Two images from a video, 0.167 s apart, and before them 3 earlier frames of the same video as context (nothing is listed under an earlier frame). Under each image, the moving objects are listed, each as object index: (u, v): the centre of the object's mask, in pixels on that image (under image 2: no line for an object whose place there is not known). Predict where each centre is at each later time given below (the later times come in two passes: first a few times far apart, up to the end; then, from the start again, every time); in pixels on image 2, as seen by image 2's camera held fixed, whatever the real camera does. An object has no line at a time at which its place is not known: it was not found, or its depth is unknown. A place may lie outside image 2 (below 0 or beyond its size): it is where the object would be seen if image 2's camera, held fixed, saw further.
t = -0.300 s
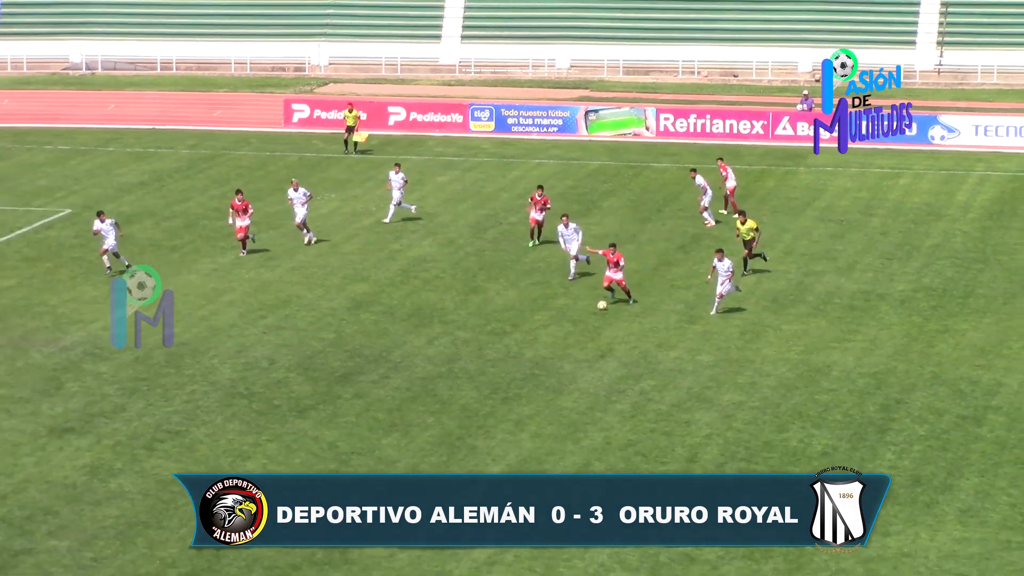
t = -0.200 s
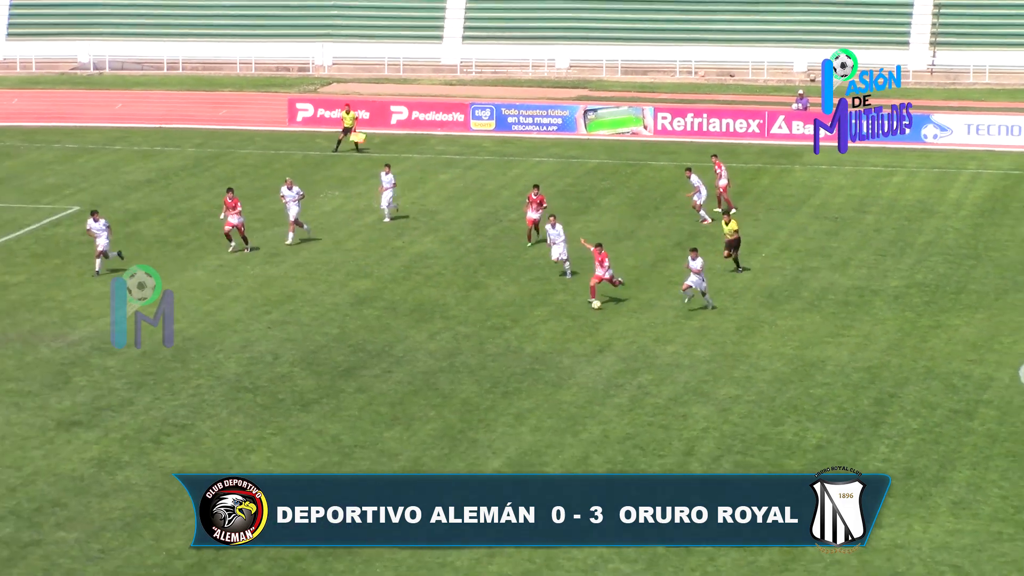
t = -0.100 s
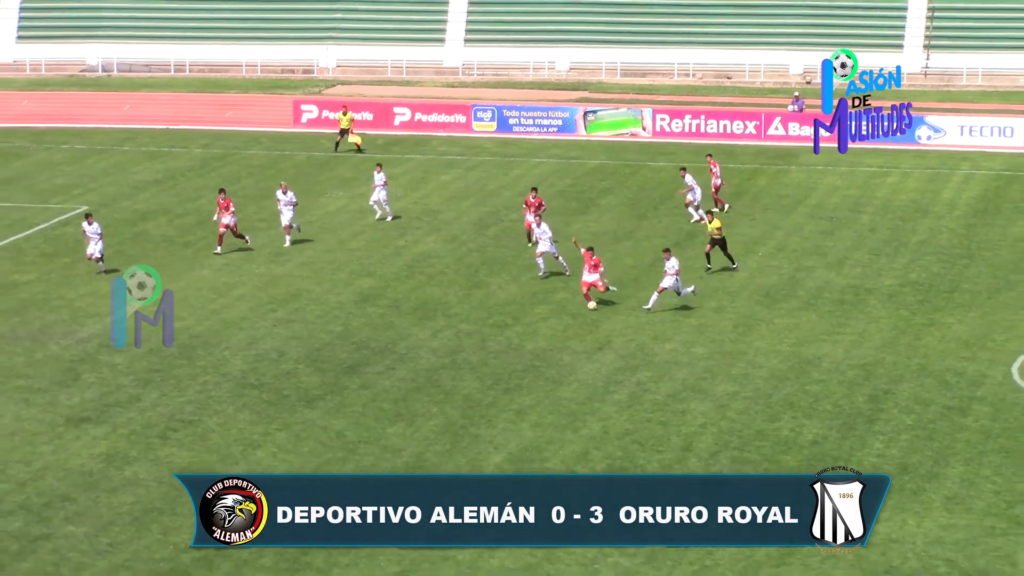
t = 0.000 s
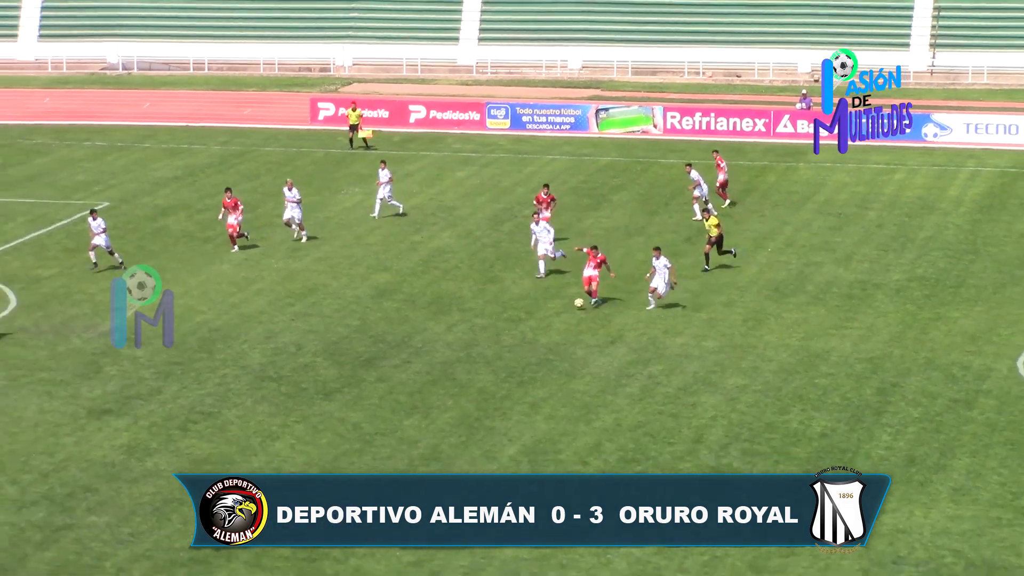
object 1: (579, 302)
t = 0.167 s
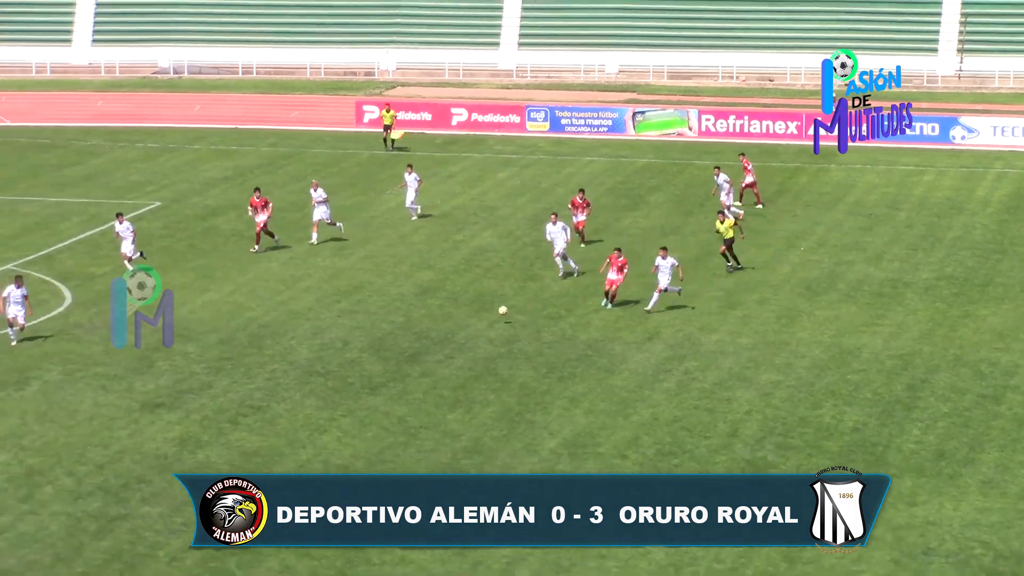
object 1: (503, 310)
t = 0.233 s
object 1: (457, 318)
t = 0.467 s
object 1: (296, 344)
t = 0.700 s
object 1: (150, 367)
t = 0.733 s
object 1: (129, 373)
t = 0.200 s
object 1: (480, 314)
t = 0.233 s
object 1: (457, 318)
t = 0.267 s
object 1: (433, 322)
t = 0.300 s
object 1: (409, 328)
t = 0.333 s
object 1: (385, 333)
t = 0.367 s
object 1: (361, 339)
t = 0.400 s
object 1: (337, 343)
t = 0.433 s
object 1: (317, 344)
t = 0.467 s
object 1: (296, 344)
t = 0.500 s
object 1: (276, 346)
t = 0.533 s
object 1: (255, 348)
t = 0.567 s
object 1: (234, 350)
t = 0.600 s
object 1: (213, 354)
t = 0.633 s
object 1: (192, 357)
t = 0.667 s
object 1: (171, 362)
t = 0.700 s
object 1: (150, 367)
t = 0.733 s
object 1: (129, 373)
